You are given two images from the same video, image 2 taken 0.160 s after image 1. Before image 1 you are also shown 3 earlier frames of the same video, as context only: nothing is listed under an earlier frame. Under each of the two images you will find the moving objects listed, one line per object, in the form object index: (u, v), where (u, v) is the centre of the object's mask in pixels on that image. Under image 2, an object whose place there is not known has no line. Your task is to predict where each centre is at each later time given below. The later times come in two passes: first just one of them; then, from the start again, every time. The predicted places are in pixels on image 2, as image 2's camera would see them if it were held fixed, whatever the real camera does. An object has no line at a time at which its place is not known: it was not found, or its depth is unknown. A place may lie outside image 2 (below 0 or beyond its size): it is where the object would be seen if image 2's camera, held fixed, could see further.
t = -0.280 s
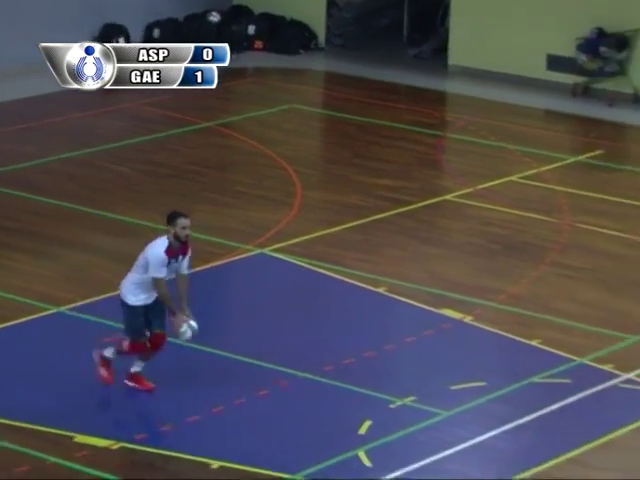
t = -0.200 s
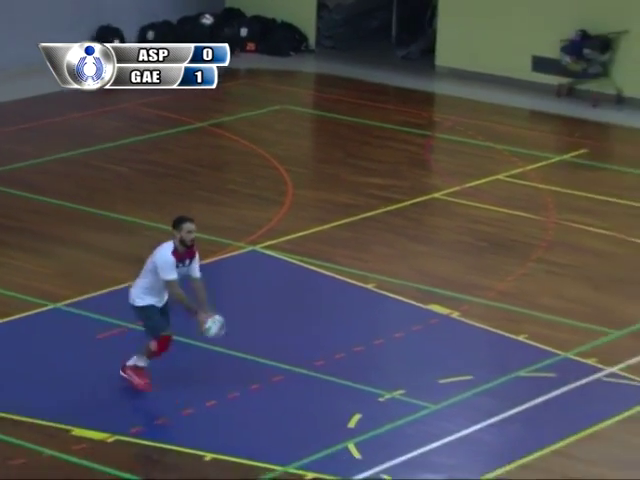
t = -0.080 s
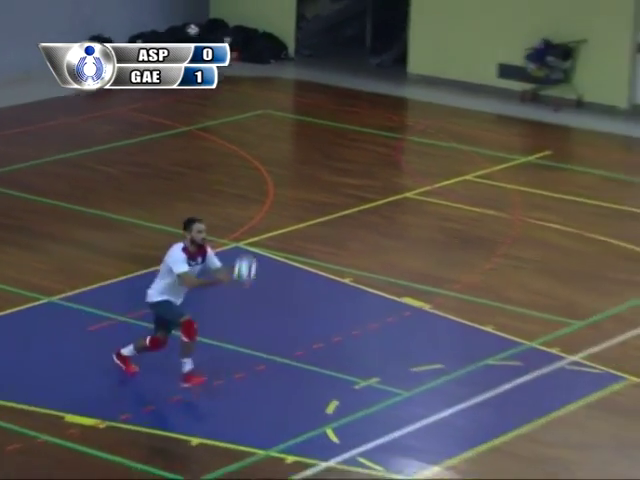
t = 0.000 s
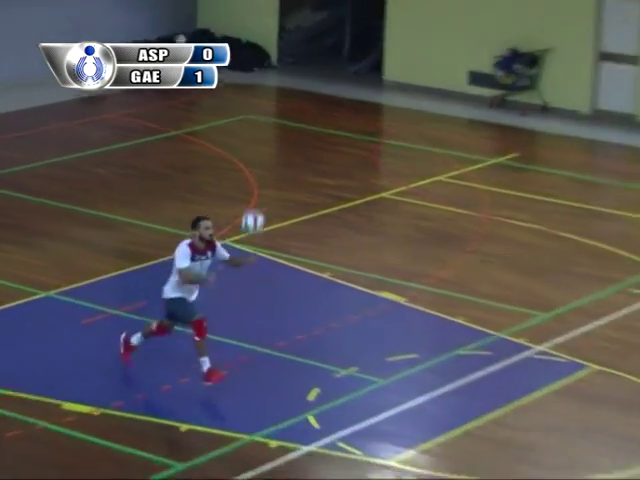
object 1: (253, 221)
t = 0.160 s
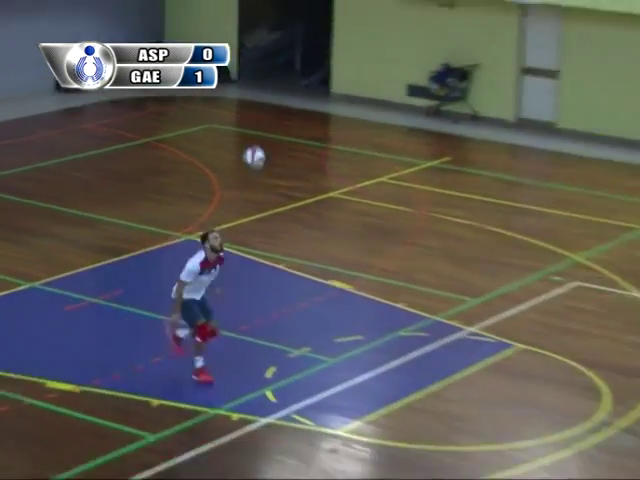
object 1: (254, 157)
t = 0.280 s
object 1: (281, 129)
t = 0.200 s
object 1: (265, 146)
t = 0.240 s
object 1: (274, 137)
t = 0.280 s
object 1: (281, 129)
